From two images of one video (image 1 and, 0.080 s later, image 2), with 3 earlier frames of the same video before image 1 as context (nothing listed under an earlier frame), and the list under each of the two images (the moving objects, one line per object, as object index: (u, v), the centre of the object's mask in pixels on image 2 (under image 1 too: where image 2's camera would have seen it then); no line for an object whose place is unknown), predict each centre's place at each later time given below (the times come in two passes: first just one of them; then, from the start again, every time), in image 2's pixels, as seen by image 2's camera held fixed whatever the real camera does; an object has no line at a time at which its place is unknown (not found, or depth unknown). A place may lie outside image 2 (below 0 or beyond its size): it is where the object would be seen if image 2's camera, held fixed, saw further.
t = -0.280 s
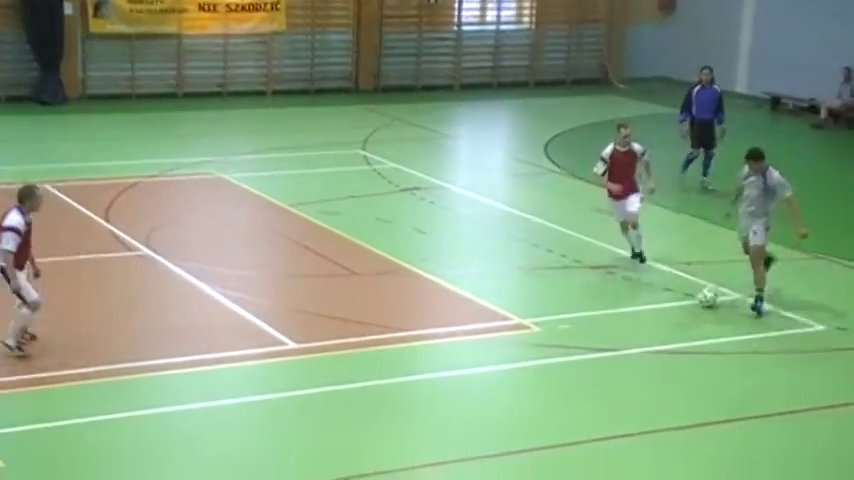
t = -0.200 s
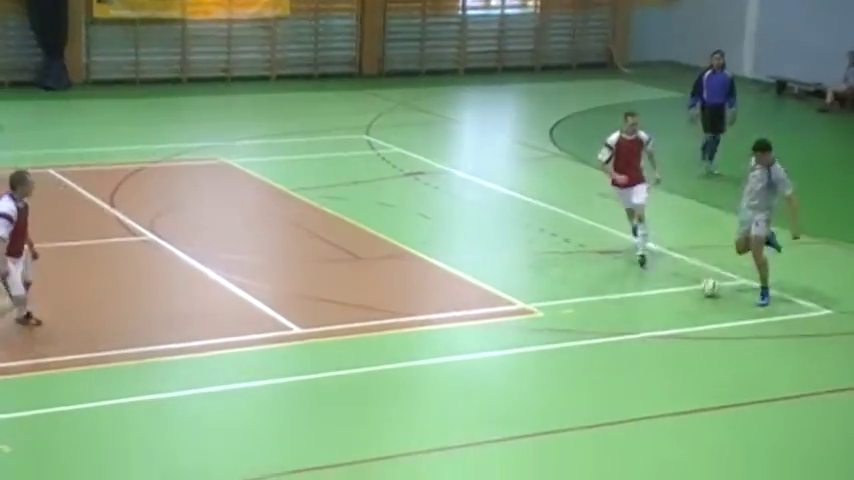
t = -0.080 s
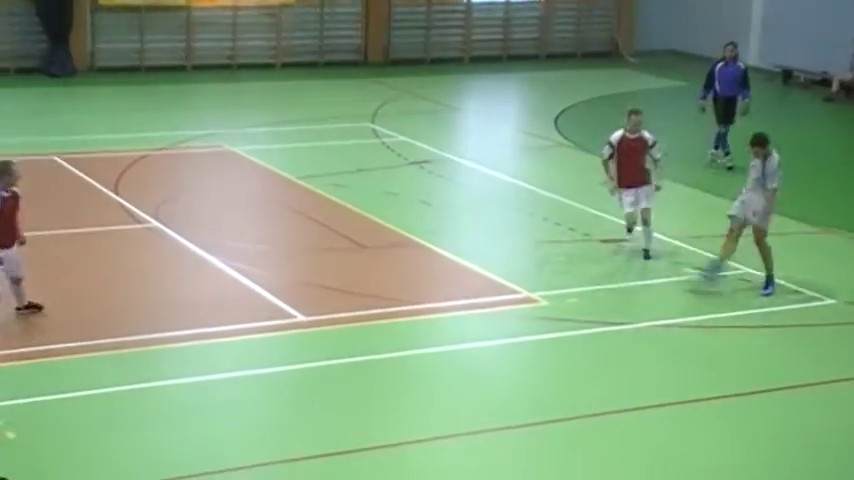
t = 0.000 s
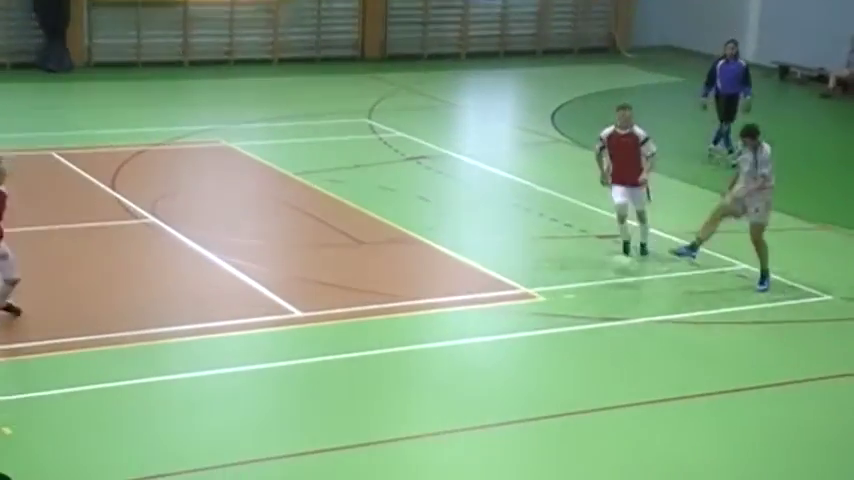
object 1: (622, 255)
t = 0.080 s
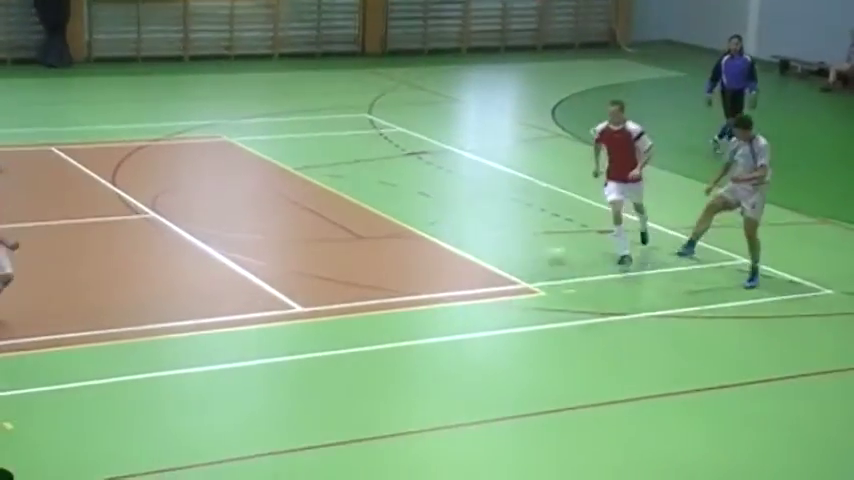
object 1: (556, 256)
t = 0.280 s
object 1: (395, 264)
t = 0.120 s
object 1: (522, 256)
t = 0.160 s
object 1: (491, 261)
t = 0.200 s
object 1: (454, 263)
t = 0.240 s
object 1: (422, 266)
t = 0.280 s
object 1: (395, 264)
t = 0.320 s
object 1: (367, 259)
